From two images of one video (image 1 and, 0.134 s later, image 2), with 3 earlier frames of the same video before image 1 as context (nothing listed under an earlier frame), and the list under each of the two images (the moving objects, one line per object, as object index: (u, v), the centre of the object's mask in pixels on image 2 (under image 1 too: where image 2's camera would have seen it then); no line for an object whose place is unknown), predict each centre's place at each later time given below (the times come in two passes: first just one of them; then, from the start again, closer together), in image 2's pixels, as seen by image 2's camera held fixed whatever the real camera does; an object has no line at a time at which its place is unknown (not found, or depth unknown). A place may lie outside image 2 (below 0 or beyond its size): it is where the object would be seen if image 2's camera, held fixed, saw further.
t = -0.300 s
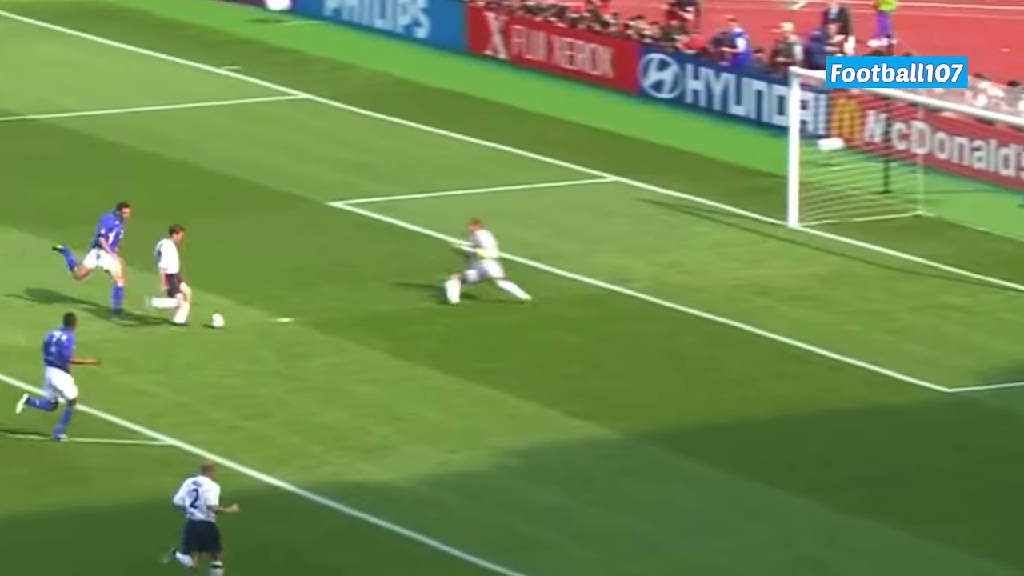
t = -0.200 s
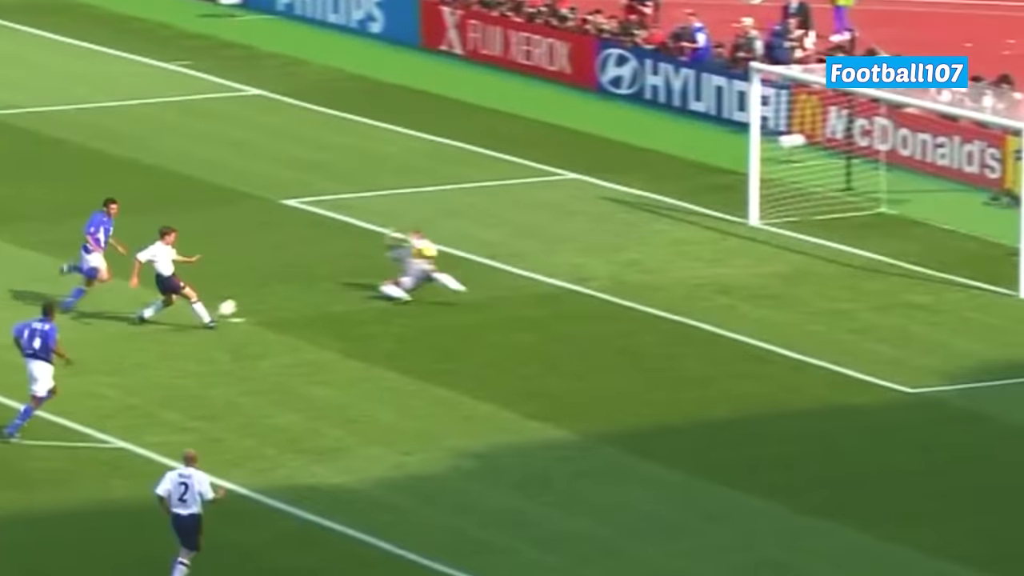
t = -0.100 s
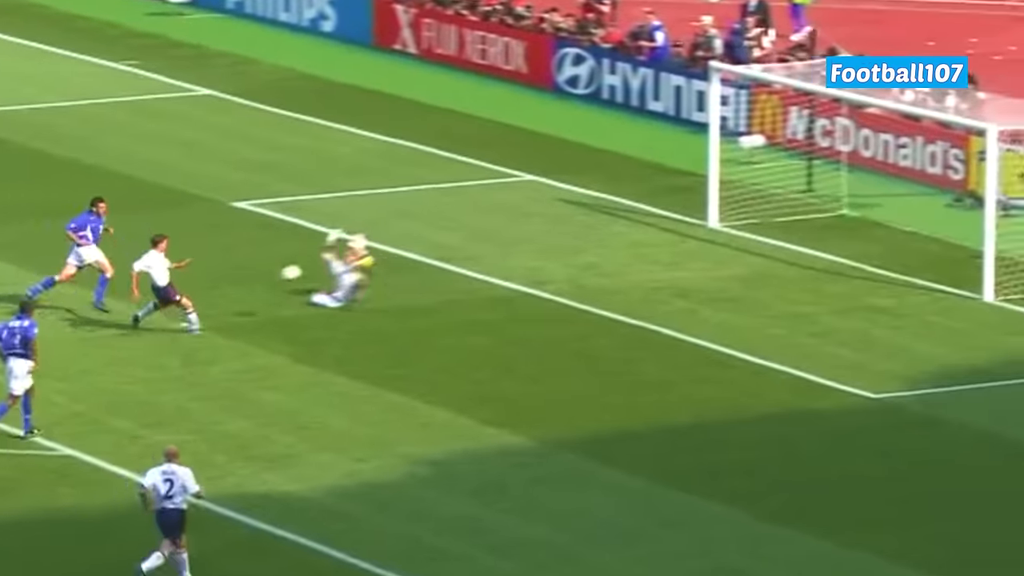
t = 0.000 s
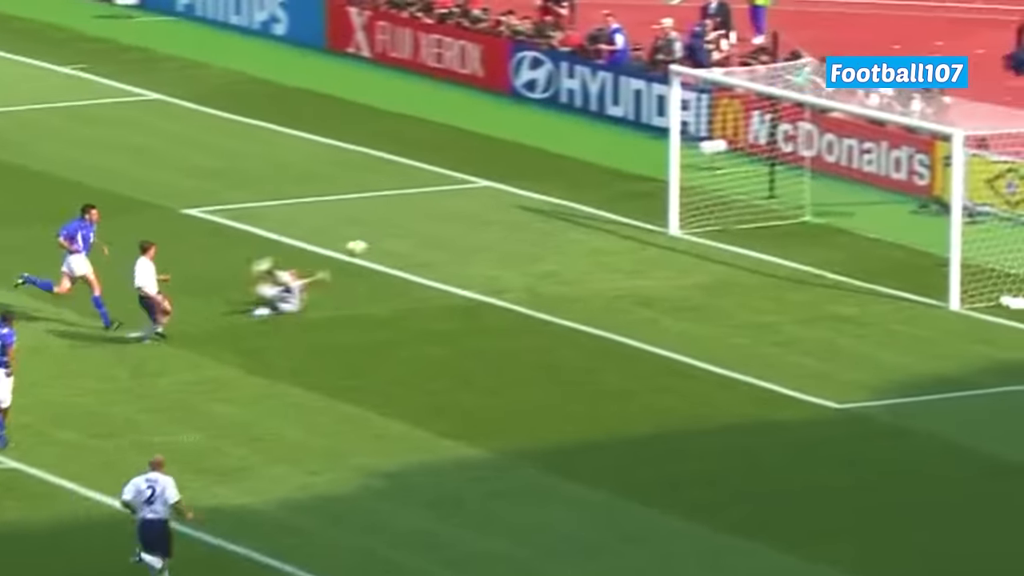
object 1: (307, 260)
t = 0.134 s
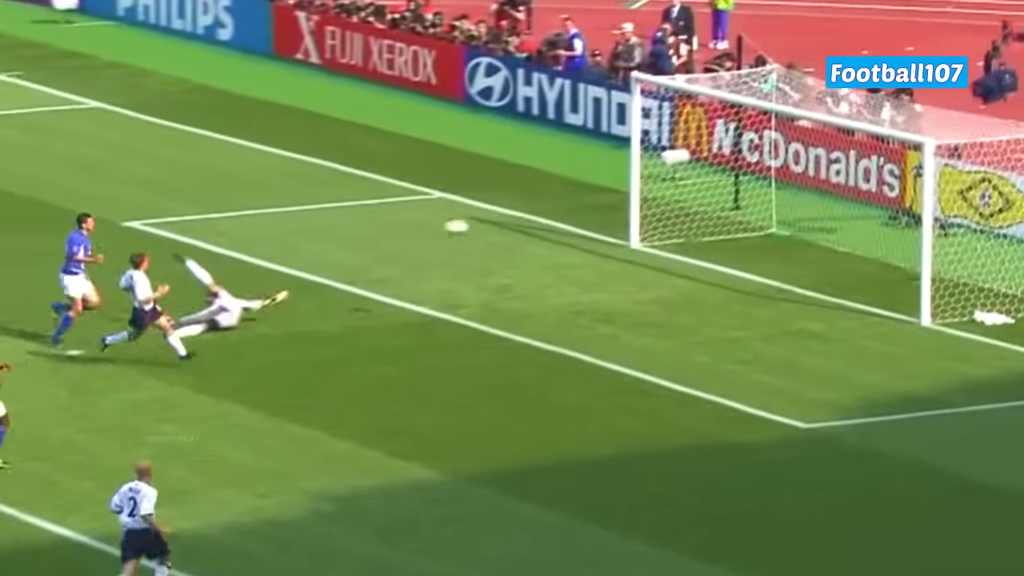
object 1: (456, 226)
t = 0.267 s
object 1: (600, 203)
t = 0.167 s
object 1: (492, 219)
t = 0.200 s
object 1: (530, 213)
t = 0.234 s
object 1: (564, 207)
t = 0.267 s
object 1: (600, 203)
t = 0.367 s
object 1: (707, 194)
